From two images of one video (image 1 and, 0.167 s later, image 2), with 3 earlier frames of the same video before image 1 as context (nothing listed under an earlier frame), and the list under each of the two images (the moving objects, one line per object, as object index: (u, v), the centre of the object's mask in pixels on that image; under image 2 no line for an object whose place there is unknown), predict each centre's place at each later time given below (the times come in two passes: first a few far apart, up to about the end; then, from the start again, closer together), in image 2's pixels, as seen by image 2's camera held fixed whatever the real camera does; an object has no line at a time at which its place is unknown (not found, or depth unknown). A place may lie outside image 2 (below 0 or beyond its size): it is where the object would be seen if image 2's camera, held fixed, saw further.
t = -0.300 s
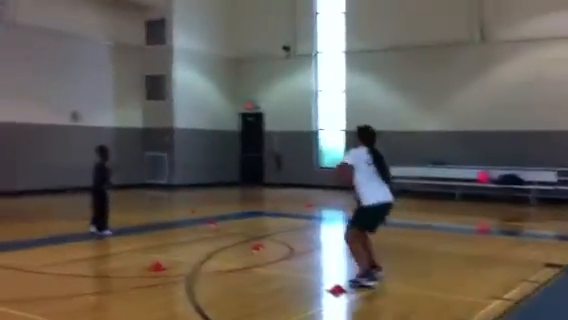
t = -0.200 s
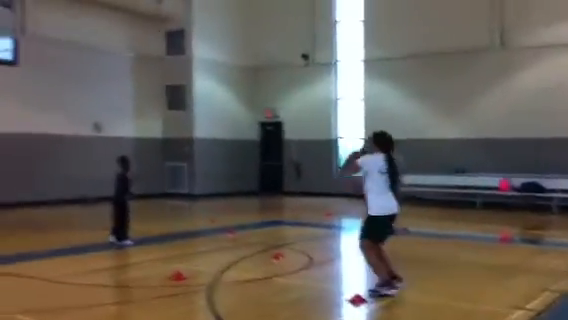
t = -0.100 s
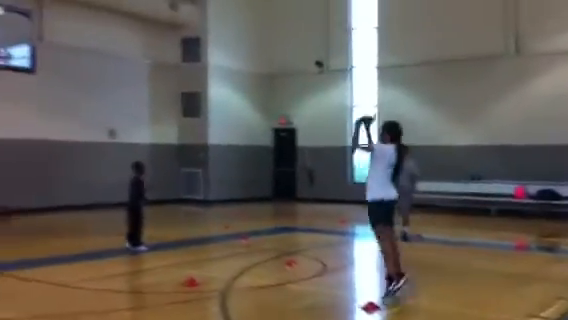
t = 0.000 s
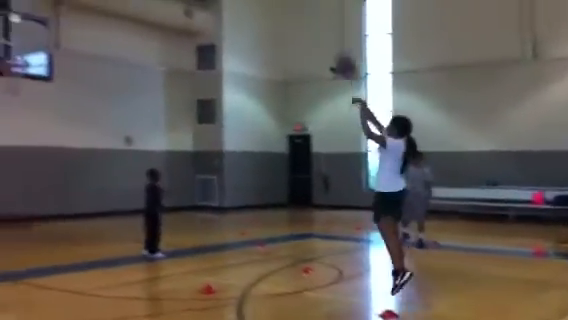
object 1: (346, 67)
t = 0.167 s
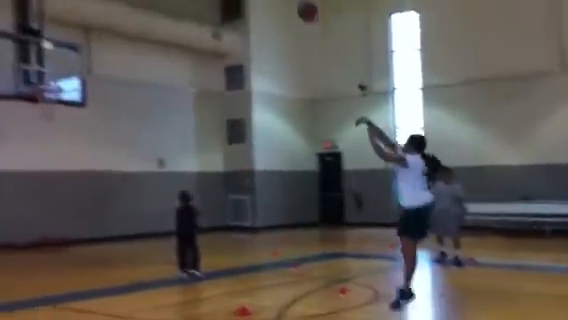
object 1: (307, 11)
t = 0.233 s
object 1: (285, -5)
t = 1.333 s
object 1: (40, 101)
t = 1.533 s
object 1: (39, 117)
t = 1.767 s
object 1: (36, 160)
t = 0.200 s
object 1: (296, 2)
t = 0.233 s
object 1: (285, -5)
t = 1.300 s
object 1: (43, 102)
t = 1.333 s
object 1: (40, 101)
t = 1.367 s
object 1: (40, 100)
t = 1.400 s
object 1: (40, 101)
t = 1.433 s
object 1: (40, 101)
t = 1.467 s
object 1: (40, 111)
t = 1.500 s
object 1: (39, 113)
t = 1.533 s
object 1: (39, 117)
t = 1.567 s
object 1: (38, 121)
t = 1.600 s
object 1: (38, 126)
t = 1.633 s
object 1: (37, 131)
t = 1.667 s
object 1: (37, 137)
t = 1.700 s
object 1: (37, 144)
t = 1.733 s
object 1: (36, 152)
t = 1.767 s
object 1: (36, 160)
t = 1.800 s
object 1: (36, 169)
